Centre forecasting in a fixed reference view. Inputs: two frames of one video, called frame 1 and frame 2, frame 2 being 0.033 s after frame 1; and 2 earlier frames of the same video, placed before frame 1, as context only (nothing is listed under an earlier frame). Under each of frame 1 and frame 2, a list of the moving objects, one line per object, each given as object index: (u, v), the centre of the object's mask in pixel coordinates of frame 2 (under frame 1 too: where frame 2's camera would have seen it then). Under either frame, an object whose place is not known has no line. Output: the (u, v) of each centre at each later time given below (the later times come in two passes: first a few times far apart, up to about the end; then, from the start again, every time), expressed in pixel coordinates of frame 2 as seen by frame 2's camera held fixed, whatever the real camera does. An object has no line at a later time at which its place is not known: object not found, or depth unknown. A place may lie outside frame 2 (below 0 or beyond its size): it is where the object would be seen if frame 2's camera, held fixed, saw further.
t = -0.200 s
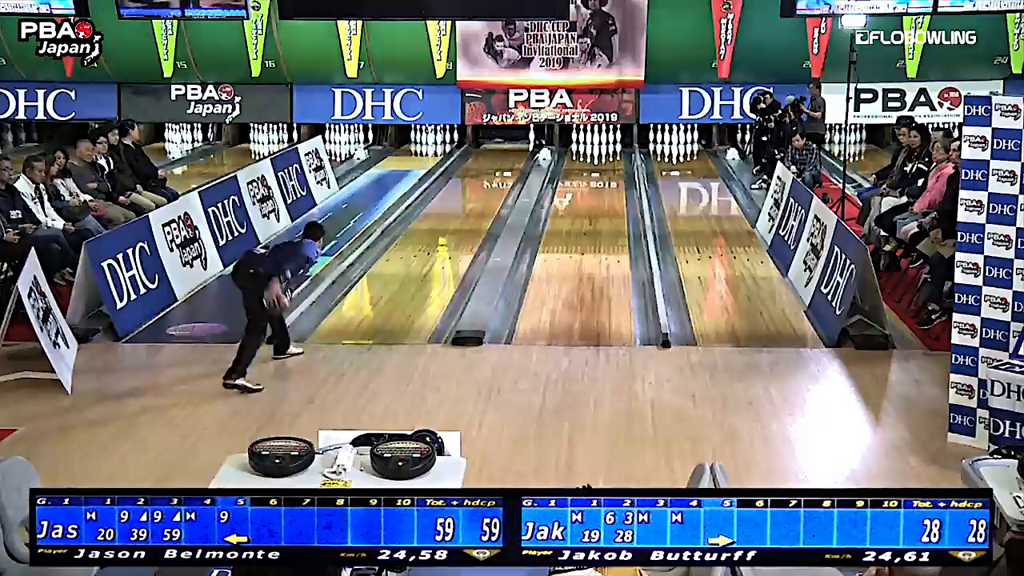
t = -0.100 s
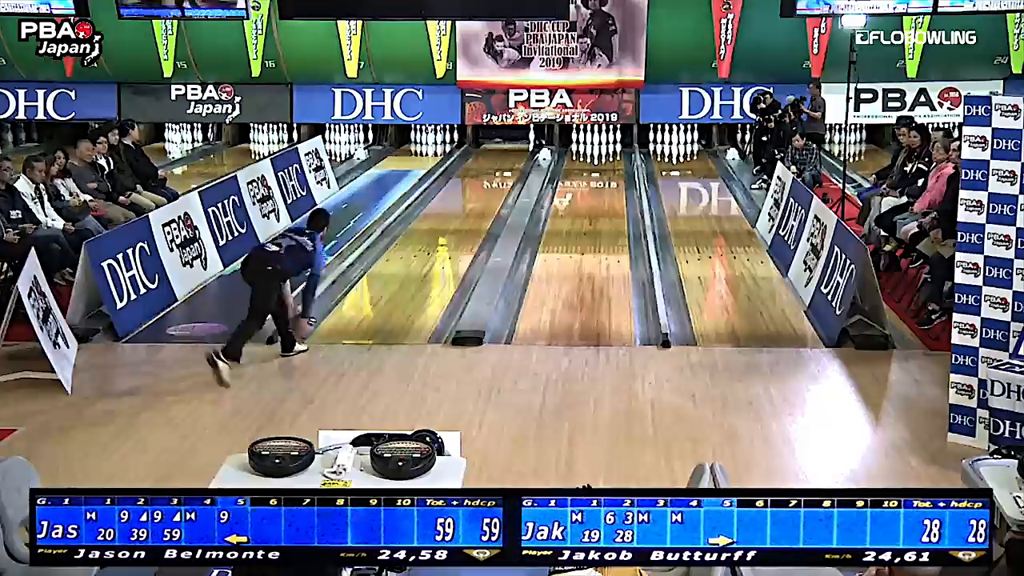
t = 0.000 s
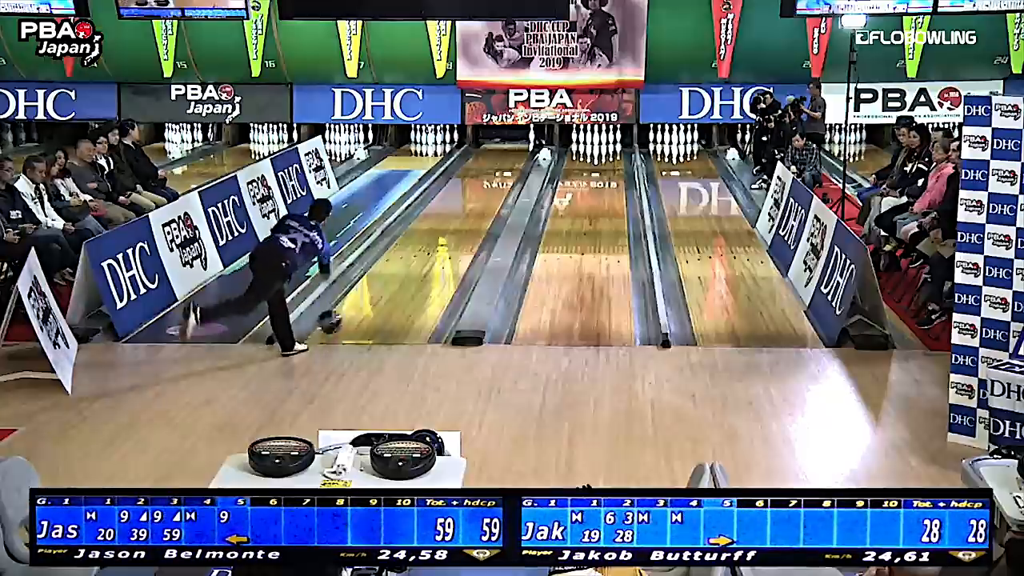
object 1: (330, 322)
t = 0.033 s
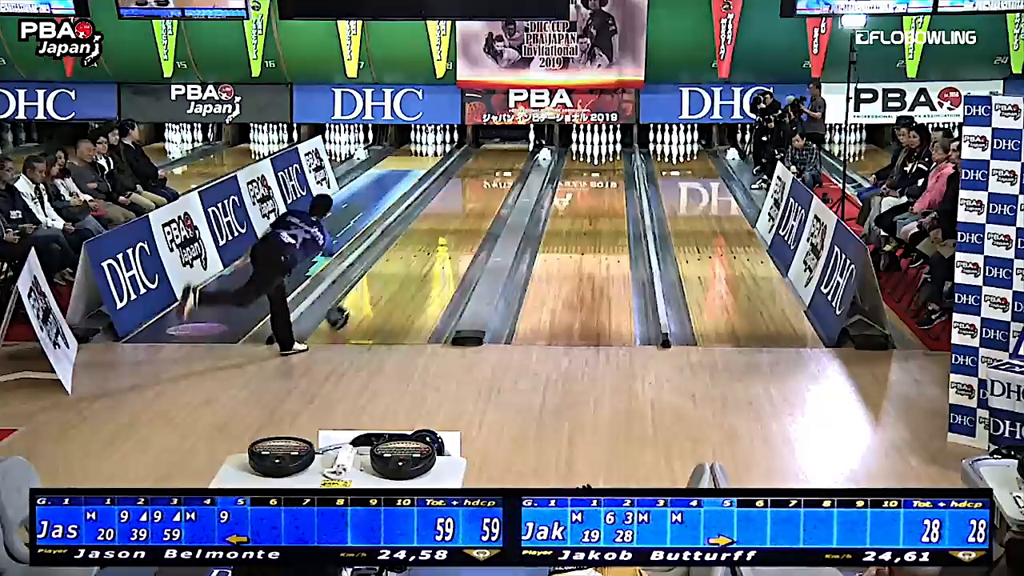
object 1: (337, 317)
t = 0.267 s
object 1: (384, 276)
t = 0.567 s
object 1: (428, 236)
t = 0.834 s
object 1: (456, 209)
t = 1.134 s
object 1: (480, 185)
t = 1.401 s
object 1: (497, 169)
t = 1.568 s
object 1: (508, 159)
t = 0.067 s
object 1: (346, 311)
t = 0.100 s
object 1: (353, 304)
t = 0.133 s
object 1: (360, 298)
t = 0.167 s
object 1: (366, 291)
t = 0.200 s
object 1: (373, 286)
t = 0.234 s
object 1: (378, 281)
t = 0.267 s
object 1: (384, 276)
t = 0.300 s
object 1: (389, 270)
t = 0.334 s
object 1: (395, 265)
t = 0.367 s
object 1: (400, 261)
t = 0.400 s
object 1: (405, 256)
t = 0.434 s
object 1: (410, 251)
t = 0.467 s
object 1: (414, 247)
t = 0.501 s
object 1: (419, 243)
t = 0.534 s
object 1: (424, 240)
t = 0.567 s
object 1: (428, 236)
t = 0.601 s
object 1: (431, 232)
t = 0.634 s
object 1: (436, 229)
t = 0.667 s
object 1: (439, 225)
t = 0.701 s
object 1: (443, 221)
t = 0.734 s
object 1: (446, 218)
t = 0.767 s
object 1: (450, 215)
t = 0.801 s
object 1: (453, 212)
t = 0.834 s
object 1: (456, 209)
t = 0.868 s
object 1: (459, 206)
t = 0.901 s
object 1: (462, 203)
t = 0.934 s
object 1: (465, 200)
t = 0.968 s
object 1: (468, 198)
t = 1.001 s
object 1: (471, 195)
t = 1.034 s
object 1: (473, 193)
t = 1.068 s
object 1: (476, 191)
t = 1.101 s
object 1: (478, 187)
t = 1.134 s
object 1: (480, 185)
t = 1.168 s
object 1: (483, 183)
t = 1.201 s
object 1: (485, 182)
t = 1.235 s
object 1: (488, 178)
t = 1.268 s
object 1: (489, 177)
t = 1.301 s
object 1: (491, 174)
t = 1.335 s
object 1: (493, 173)
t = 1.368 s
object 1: (495, 171)
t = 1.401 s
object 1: (497, 169)
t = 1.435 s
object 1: (499, 168)
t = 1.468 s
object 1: (500, 167)
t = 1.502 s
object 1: (505, 161)
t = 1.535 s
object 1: (506, 159)
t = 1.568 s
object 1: (508, 159)
